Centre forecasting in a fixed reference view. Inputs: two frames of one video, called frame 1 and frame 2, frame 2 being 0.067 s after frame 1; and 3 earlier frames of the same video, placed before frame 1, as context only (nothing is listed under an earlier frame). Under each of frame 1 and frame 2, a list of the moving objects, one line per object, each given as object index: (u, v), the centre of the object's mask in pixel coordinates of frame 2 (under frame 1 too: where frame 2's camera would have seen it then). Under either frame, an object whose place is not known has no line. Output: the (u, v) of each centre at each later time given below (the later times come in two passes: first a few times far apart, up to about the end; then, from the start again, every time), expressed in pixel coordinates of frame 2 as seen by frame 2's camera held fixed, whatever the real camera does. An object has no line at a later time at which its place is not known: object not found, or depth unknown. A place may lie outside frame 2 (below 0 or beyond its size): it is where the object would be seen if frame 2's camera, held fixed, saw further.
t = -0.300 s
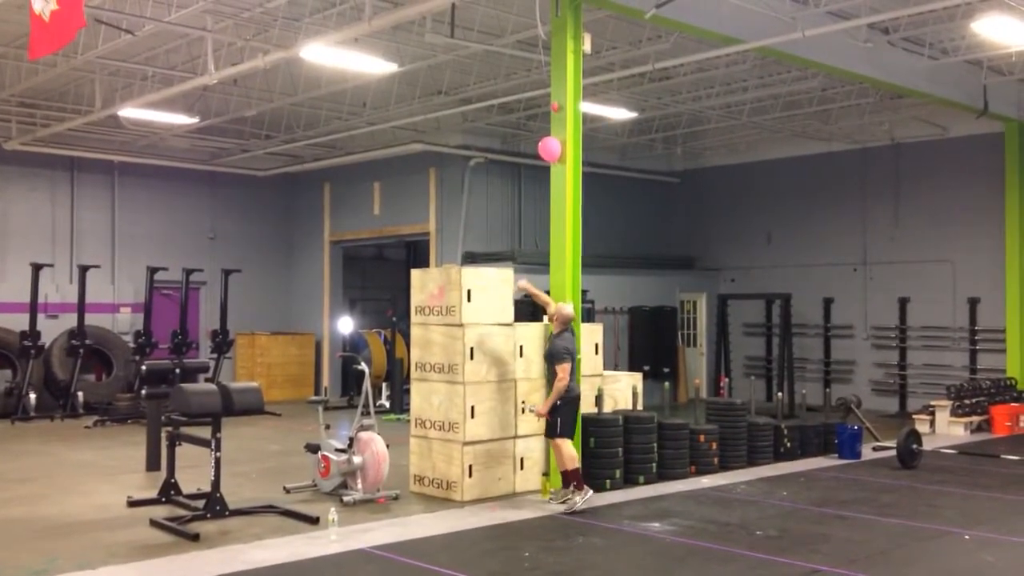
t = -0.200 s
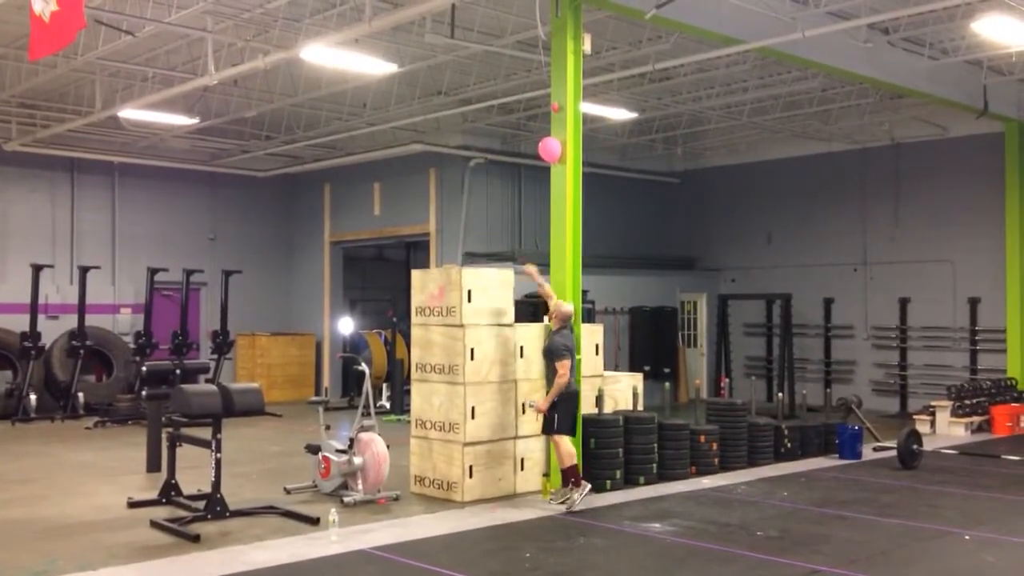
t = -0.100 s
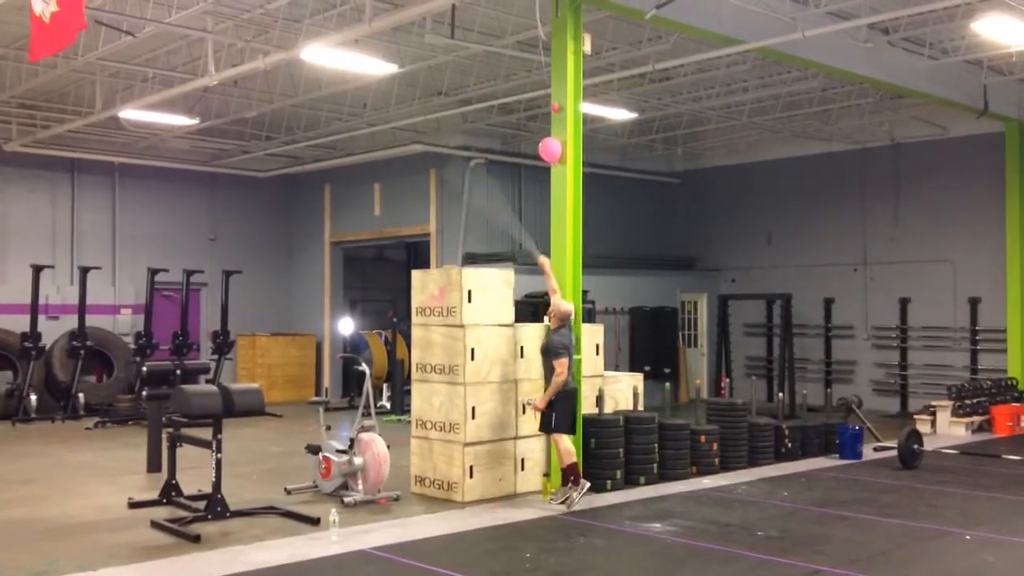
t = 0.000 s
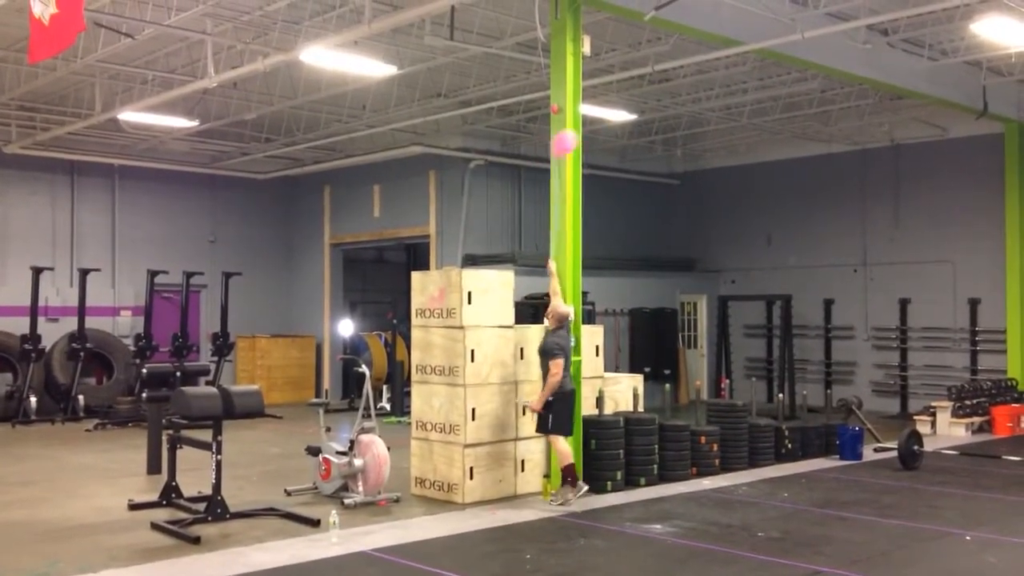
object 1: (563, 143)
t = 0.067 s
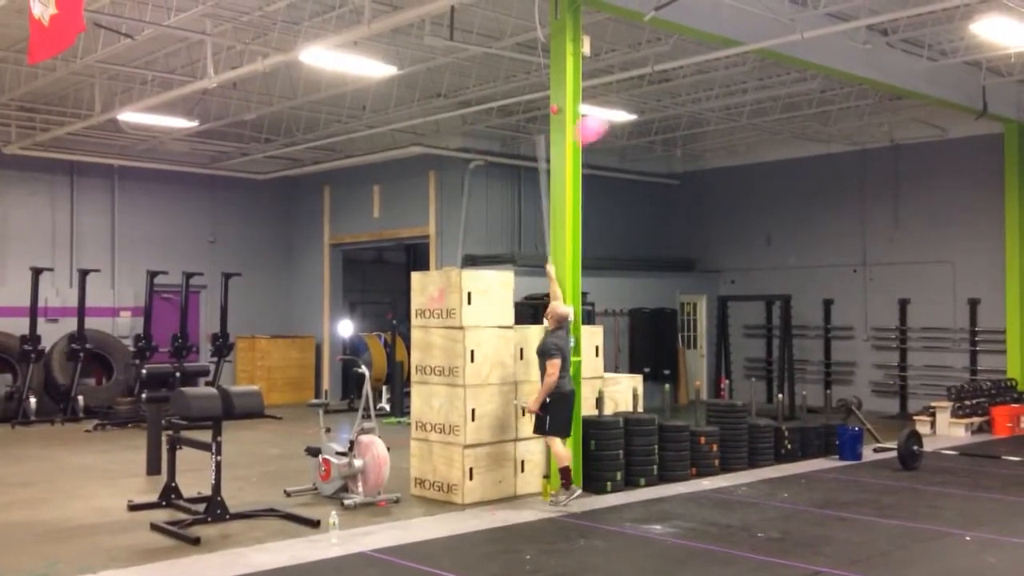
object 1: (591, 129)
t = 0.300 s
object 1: (675, 128)
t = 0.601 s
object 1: (723, 167)
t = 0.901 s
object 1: (737, 213)
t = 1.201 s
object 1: (734, 266)
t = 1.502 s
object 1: (725, 324)
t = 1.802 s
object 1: (715, 383)
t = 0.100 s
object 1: (602, 128)
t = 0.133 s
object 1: (617, 127)
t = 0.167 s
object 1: (633, 123)
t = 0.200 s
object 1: (645, 123)
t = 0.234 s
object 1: (655, 125)
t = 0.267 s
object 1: (665, 126)
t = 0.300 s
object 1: (675, 128)
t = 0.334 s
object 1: (685, 131)
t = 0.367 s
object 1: (692, 136)
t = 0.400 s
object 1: (699, 140)
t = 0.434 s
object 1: (704, 145)
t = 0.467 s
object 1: (710, 149)
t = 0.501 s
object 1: (715, 153)
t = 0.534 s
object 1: (719, 158)
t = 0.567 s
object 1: (721, 163)
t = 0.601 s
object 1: (723, 167)
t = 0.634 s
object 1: (726, 172)
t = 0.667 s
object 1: (729, 177)
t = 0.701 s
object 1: (731, 182)
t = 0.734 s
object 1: (734, 187)
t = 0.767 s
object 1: (736, 192)
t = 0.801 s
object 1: (737, 198)
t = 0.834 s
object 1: (737, 203)
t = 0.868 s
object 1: (737, 208)
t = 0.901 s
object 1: (737, 213)
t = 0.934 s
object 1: (737, 218)
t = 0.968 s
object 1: (738, 223)
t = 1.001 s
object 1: (738, 229)
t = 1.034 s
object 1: (738, 235)
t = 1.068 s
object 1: (738, 241)
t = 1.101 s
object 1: (737, 247)
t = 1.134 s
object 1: (737, 253)
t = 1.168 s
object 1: (736, 260)
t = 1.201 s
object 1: (734, 266)
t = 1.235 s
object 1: (733, 271)
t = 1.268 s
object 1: (733, 278)
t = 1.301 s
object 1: (731, 284)
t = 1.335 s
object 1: (730, 291)
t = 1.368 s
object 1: (730, 297)
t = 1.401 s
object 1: (729, 303)
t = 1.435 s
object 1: (728, 310)
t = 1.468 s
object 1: (726, 317)
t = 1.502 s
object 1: (725, 324)
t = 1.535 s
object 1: (724, 330)
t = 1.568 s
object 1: (722, 337)
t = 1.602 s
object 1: (721, 344)
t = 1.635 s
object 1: (720, 351)
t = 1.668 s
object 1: (719, 357)
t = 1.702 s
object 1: (718, 364)
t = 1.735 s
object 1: (718, 370)
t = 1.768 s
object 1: (716, 377)
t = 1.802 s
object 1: (715, 383)
